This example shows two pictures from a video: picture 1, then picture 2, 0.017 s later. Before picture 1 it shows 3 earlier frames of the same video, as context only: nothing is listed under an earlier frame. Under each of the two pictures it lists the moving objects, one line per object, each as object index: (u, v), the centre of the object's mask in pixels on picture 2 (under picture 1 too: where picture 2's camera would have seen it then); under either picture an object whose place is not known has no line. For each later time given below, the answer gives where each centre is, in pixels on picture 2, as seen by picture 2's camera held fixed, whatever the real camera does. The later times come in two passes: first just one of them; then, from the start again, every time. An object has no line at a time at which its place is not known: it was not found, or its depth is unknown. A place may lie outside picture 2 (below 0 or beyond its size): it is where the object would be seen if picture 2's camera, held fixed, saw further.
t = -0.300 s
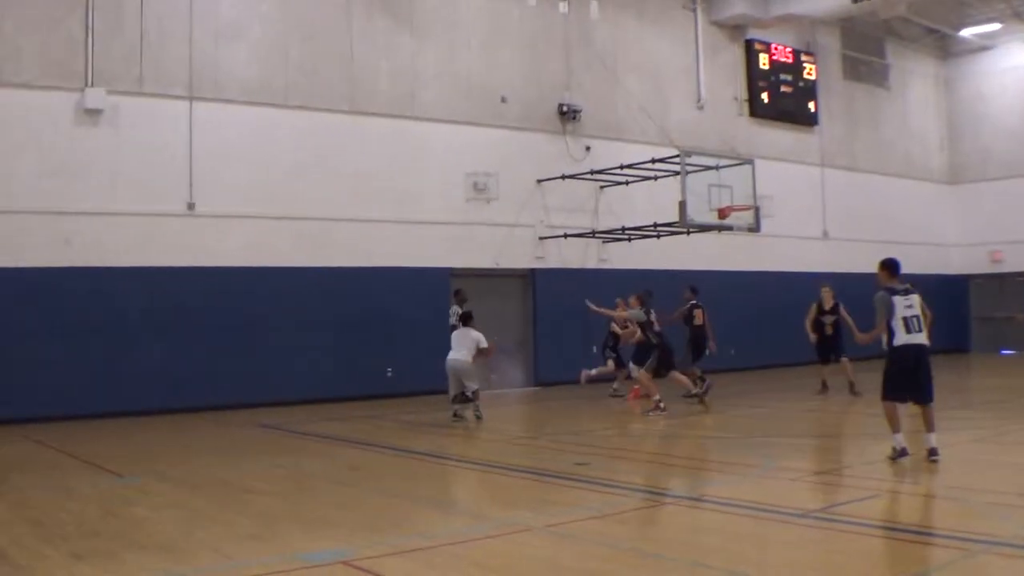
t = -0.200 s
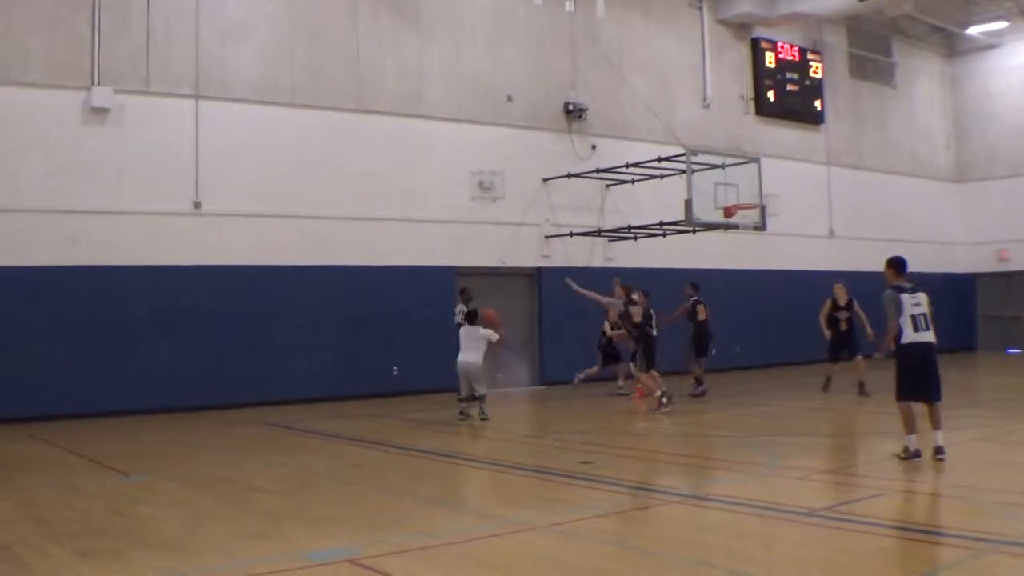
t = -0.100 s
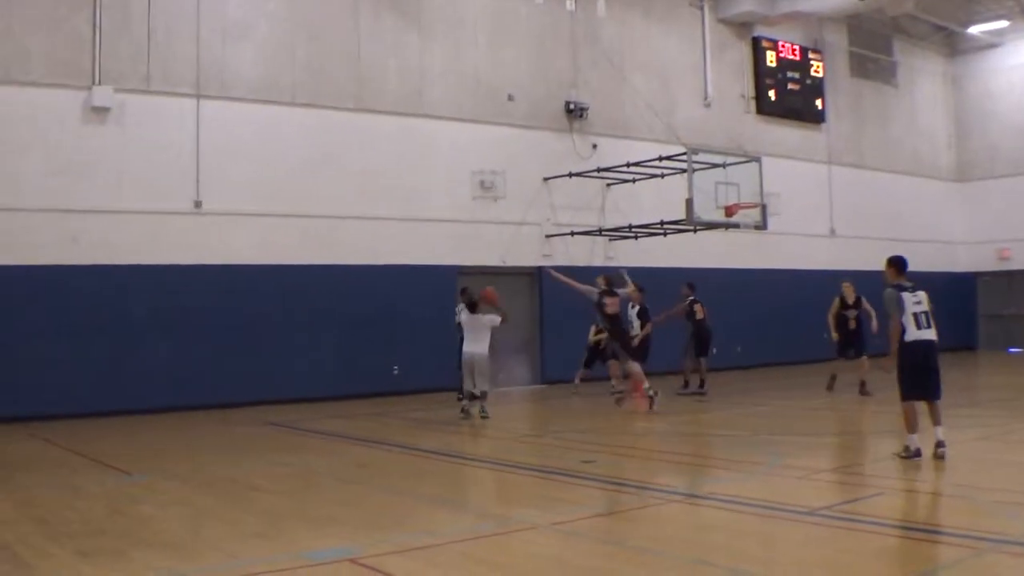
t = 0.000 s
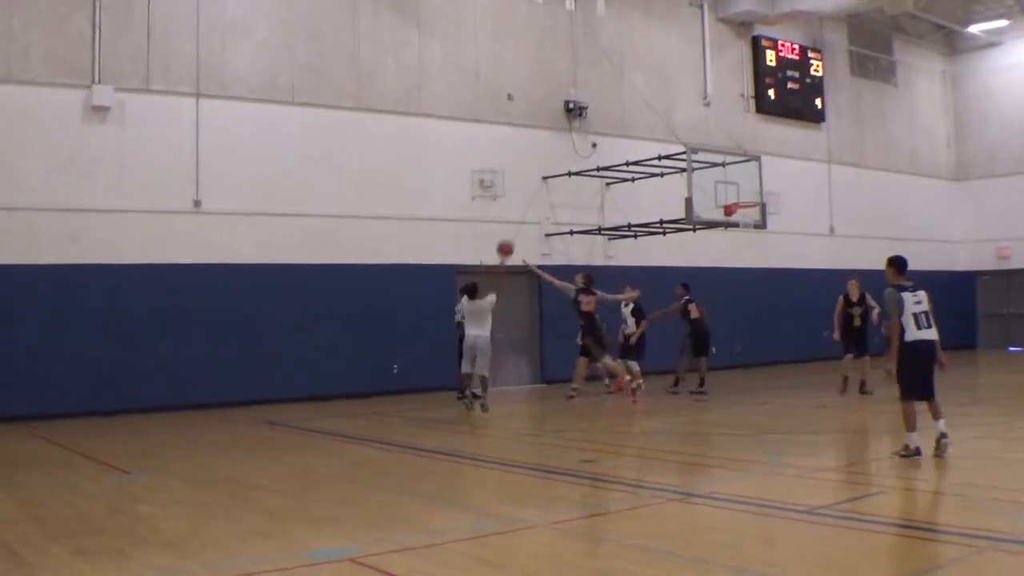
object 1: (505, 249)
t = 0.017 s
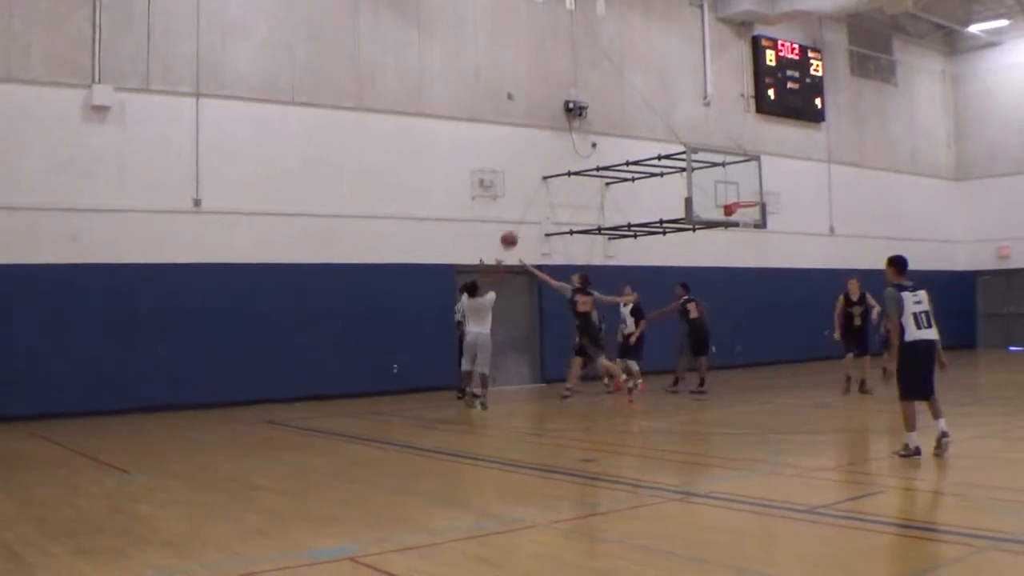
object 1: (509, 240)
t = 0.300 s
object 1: (562, 136)
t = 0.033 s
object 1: (512, 232)
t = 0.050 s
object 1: (515, 223)
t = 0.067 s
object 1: (519, 216)
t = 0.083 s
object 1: (522, 209)
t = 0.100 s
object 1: (525, 201)
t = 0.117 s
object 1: (528, 195)
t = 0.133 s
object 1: (531, 188)
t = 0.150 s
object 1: (534, 181)
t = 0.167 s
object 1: (537, 175)
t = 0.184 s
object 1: (540, 170)
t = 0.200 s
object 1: (543, 164)
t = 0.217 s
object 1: (546, 159)
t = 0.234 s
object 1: (550, 153)
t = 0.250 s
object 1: (553, 148)
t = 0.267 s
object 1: (556, 144)
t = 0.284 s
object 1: (559, 139)
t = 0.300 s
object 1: (562, 136)
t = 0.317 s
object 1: (565, 132)
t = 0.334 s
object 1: (568, 128)
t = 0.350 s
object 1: (571, 124)
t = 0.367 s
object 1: (574, 121)
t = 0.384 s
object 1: (577, 117)
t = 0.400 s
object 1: (580, 114)
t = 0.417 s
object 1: (582, 112)
